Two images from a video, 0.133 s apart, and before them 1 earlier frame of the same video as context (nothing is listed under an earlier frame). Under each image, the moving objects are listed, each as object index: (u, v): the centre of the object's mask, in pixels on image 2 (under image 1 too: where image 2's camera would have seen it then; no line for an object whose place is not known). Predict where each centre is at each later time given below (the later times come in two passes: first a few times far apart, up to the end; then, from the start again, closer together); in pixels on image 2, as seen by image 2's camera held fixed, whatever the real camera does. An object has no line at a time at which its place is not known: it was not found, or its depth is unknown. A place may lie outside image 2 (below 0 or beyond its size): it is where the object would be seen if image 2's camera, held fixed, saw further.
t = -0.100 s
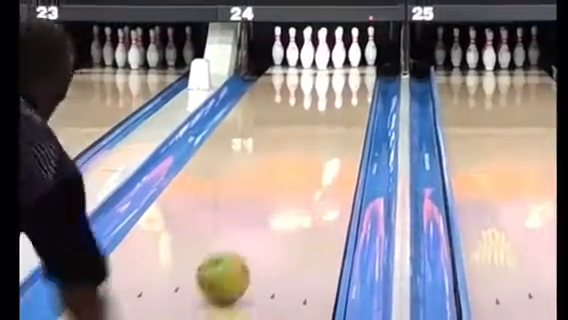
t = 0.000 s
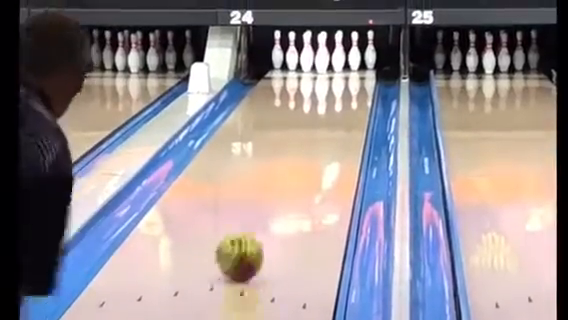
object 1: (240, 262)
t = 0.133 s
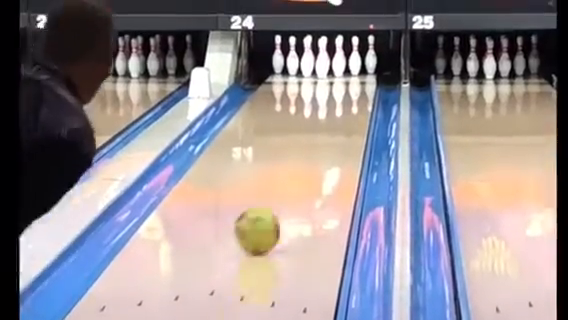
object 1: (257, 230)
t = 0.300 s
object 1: (276, 200)
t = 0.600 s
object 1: (301, 159)
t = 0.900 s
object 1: (319, 129)
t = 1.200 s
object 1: (331, 107)
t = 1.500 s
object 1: (335, 88)
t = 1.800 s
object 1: (331, 74)
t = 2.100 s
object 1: (329, 67)
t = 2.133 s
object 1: (329, 65)
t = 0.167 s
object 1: (262, 225)
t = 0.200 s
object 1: (265, 218)
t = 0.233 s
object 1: (268, 213)
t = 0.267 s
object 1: (272, 207)
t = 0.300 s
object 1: (276, 200)
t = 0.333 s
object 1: (279, 195)
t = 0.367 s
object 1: (282, 190)
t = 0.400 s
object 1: (285, 186)
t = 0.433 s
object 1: (288, 181)
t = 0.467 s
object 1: (291, 176)
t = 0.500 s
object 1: (294, 173)
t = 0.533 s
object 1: (297, 168)
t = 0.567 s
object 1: (299, 163)
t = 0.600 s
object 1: (301, 159)
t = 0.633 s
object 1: (303, 149)
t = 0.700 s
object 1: (308, 150)
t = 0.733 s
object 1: (309, 141)
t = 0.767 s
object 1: (311, 141)
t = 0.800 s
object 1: (313, 139)
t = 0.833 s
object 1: (316, 136)
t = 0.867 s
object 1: (317, 132)
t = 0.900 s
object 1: (319, 129)
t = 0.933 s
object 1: (320, 126)
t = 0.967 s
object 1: (321, 123)
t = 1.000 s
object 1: (324, 121)
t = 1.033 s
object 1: (325, 119)
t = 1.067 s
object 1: (327, 115)
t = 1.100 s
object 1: (328, 113)
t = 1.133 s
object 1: (329, 111)
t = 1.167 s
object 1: (330, 108)
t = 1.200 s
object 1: (331, 107)
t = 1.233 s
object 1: (333, 103)
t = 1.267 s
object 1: (332, 103)
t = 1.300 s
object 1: (333, 99)
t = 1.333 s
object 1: (334, 97)
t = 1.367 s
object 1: (333, 95)
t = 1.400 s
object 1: (333, 94)
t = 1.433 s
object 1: (335, 91)
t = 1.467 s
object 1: (335, 90)
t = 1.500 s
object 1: (335, 88)
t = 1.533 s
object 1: (335, 86)
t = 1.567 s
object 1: (334, 85)
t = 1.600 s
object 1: (333, 83)
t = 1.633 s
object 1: (334, 81)
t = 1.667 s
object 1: (333, 80)
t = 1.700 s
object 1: (333, 78)
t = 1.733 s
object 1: (332, 77)
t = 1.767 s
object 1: (332, 75)
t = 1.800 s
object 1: (331, 74)
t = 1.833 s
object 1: (330, 73)
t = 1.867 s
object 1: (330, 72)
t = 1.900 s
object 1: (328, 71)
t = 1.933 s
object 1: (328, 69)
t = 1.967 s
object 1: (327, 68)
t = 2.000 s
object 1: (328, 68)
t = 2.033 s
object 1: (328, 67)
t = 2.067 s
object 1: (328, 66)
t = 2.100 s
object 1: (329, 67)
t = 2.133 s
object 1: (329, 65)
